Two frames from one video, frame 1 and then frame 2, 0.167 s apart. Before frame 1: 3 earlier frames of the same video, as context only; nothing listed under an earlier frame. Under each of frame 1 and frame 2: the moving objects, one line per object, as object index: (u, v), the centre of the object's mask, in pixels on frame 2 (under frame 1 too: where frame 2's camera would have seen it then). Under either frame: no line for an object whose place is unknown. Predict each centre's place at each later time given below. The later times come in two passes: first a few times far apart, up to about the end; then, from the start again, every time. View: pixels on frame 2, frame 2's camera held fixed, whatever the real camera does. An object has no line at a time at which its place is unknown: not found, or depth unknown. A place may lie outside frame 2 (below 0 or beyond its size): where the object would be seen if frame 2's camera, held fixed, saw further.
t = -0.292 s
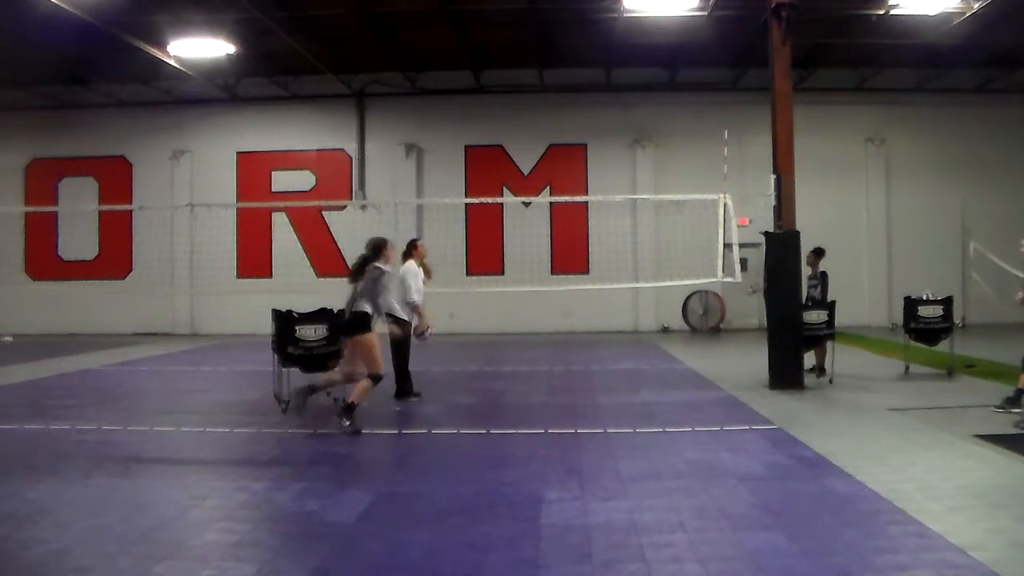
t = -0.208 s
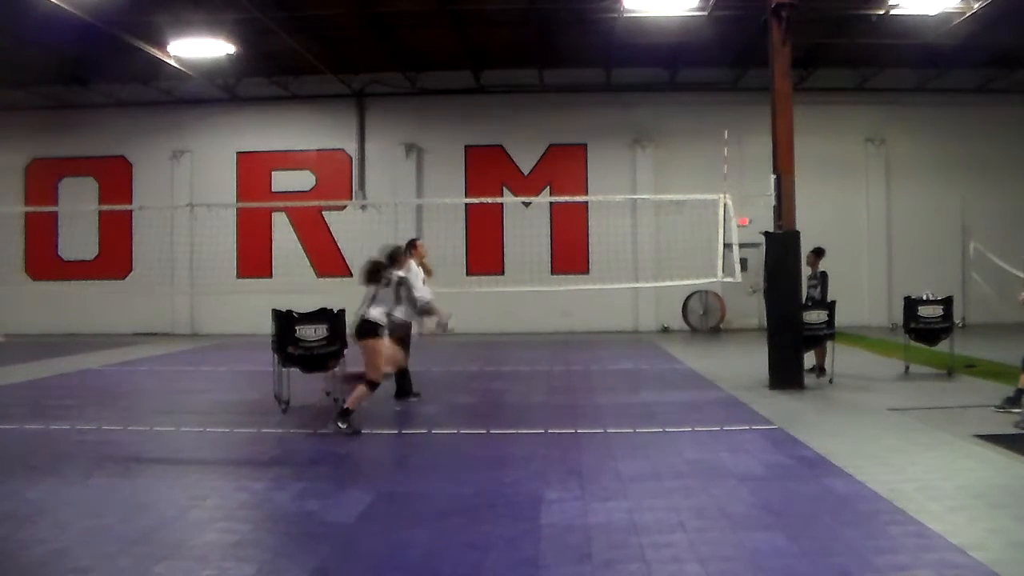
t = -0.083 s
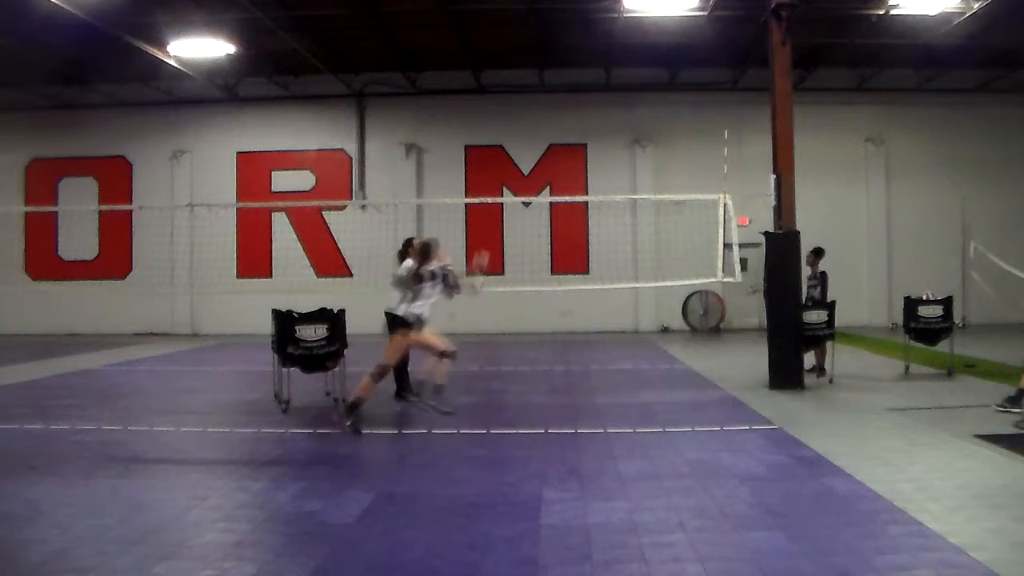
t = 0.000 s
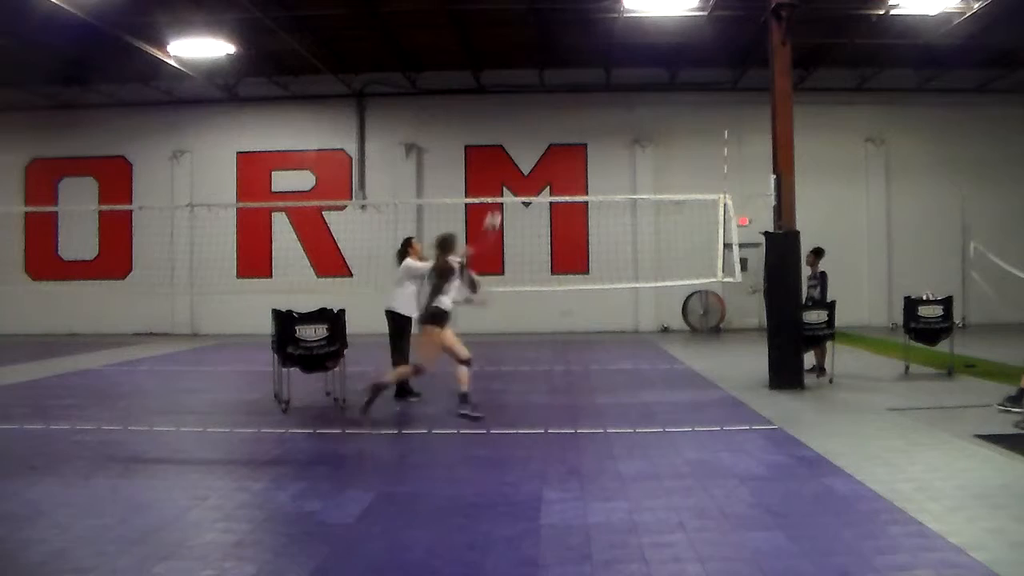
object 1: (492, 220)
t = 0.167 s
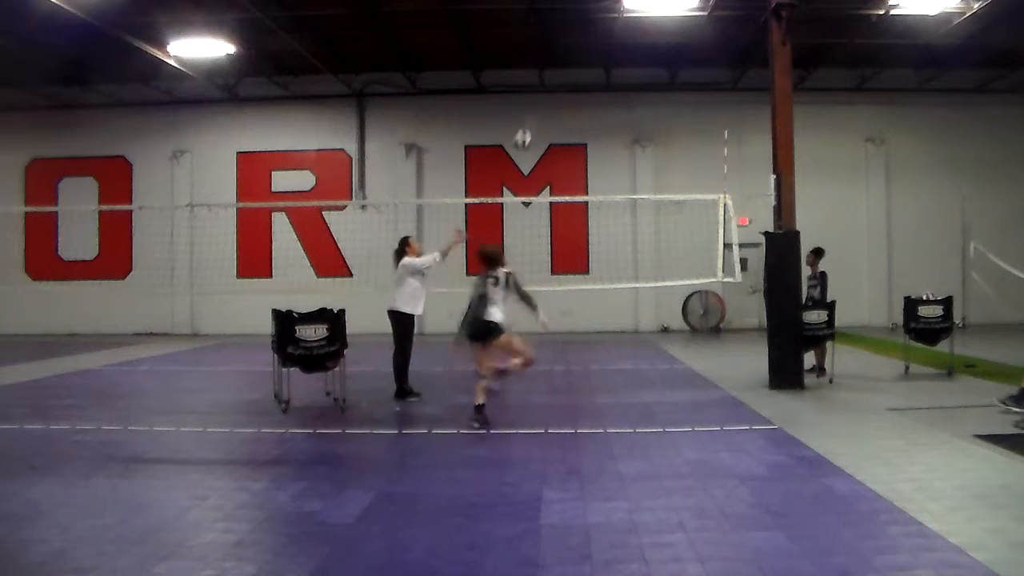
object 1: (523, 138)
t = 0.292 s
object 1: (544, 95)
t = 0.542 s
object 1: (589, 50)
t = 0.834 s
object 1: (639, 66)
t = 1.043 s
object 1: (676, 124)
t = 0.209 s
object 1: (531, 119)
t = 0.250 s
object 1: (537, 107)
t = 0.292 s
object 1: (544, 95)
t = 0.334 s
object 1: (551, 84)
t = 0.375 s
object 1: (560, 72)
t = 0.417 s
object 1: (567, 64)
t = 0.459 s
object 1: (574, 58)
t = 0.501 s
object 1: (581, 54)
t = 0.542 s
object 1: (589, 50)
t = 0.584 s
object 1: (595, 49)
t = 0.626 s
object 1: (601, 48)
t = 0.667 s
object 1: (609, 49)
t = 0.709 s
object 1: (618, 51)
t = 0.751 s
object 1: (624, 55)
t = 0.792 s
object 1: (630, 59)
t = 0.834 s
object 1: (639, 66)
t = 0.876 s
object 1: (647, 75)
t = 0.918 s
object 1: (653, 84)
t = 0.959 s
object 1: (660, 93)
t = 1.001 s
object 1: (667, 107)
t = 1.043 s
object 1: (676, 124)
